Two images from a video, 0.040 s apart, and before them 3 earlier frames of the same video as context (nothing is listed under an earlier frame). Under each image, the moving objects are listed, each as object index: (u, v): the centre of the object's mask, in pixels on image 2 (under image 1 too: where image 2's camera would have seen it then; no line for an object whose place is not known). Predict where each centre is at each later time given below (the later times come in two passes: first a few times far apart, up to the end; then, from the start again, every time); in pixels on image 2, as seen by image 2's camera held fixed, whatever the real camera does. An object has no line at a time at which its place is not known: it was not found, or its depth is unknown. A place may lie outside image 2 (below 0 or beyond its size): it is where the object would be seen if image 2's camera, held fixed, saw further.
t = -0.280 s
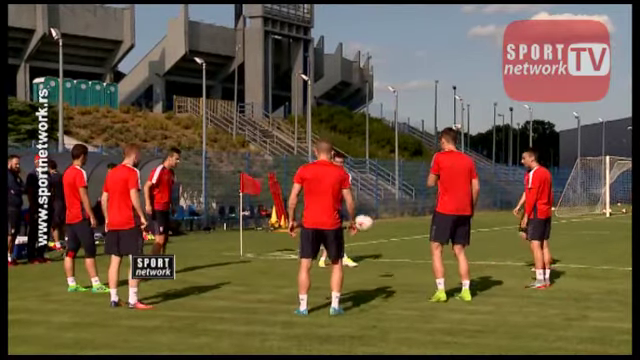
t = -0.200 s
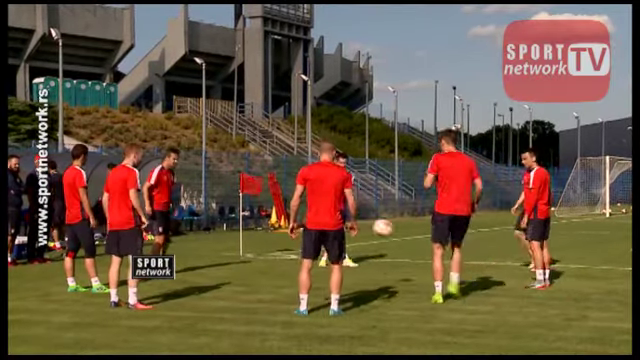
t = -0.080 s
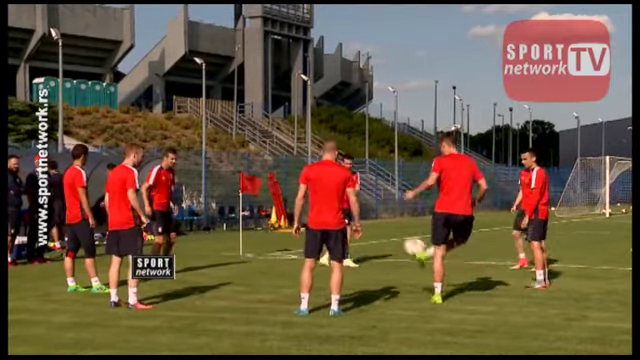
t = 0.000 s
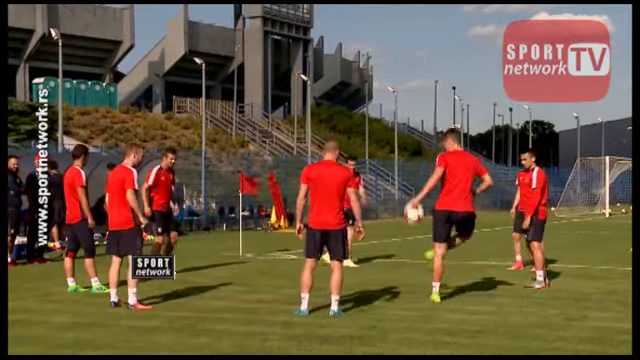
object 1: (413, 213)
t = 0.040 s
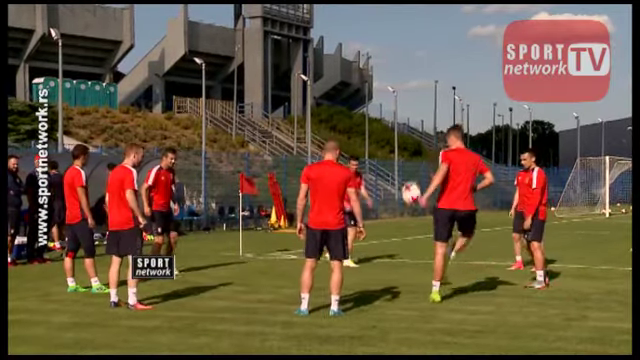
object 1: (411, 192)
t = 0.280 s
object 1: (398, 102)
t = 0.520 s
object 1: (384, 61)
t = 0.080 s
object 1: (409, 174)
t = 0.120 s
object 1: (407, 158)
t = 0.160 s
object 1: (405, 143)
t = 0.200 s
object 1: (402, 127)
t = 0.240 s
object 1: (400, 114)
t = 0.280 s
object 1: (398, 102)
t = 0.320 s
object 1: (395, 92)
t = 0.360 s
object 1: (393, 82)
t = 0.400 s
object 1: (391, 76)
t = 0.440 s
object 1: (389, 69)
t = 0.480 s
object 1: (386, 65)
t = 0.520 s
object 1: (384, 61)
